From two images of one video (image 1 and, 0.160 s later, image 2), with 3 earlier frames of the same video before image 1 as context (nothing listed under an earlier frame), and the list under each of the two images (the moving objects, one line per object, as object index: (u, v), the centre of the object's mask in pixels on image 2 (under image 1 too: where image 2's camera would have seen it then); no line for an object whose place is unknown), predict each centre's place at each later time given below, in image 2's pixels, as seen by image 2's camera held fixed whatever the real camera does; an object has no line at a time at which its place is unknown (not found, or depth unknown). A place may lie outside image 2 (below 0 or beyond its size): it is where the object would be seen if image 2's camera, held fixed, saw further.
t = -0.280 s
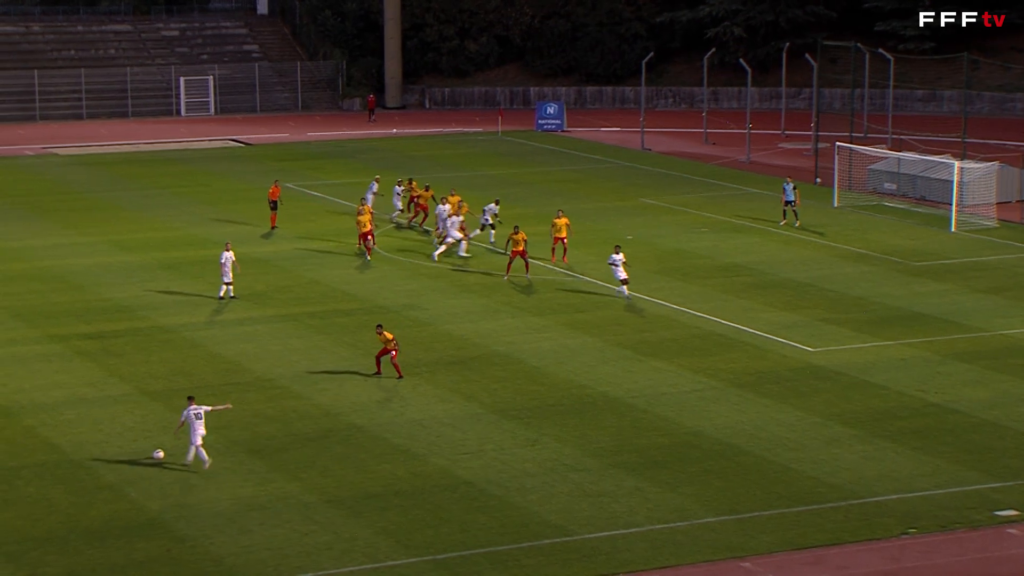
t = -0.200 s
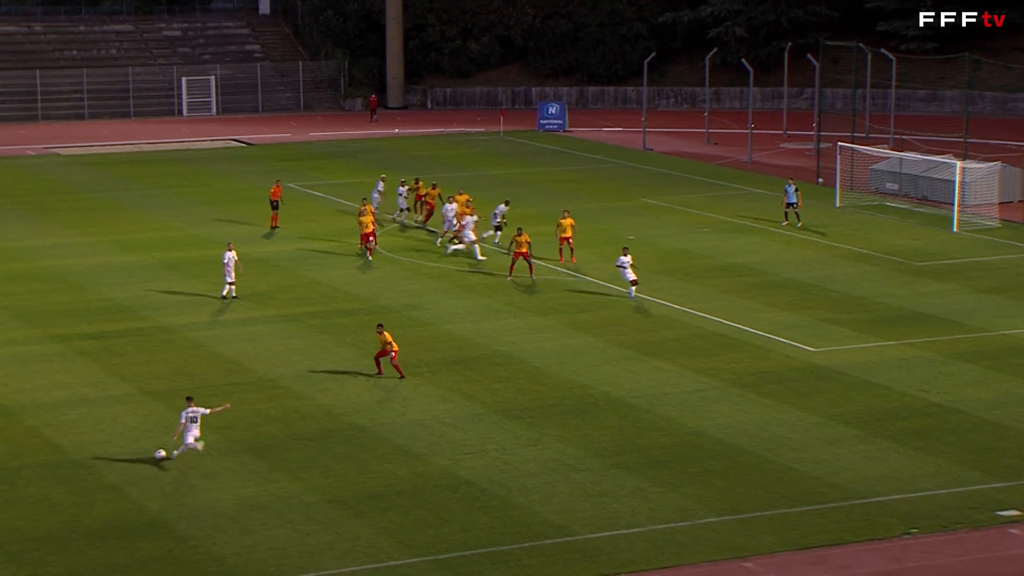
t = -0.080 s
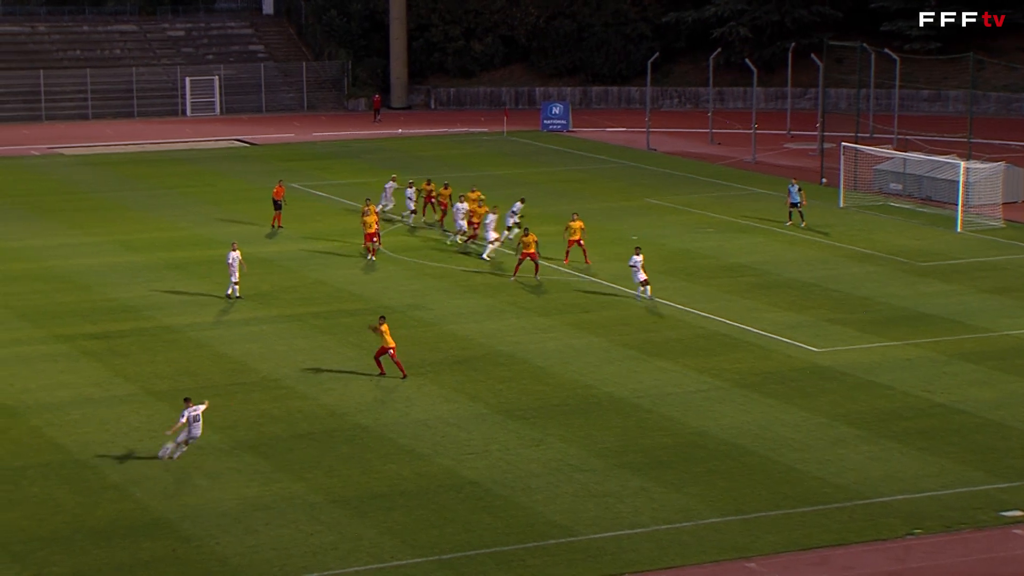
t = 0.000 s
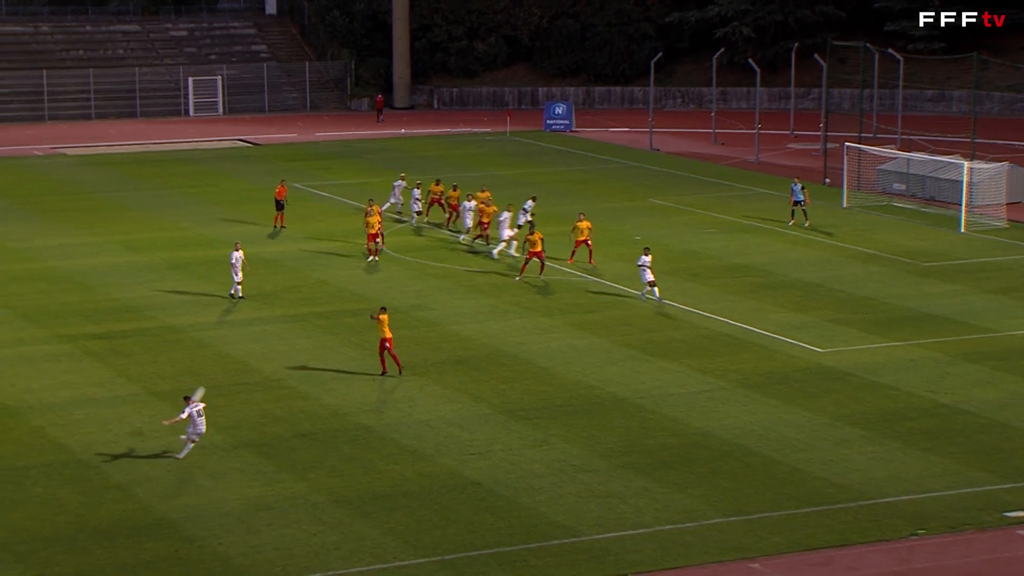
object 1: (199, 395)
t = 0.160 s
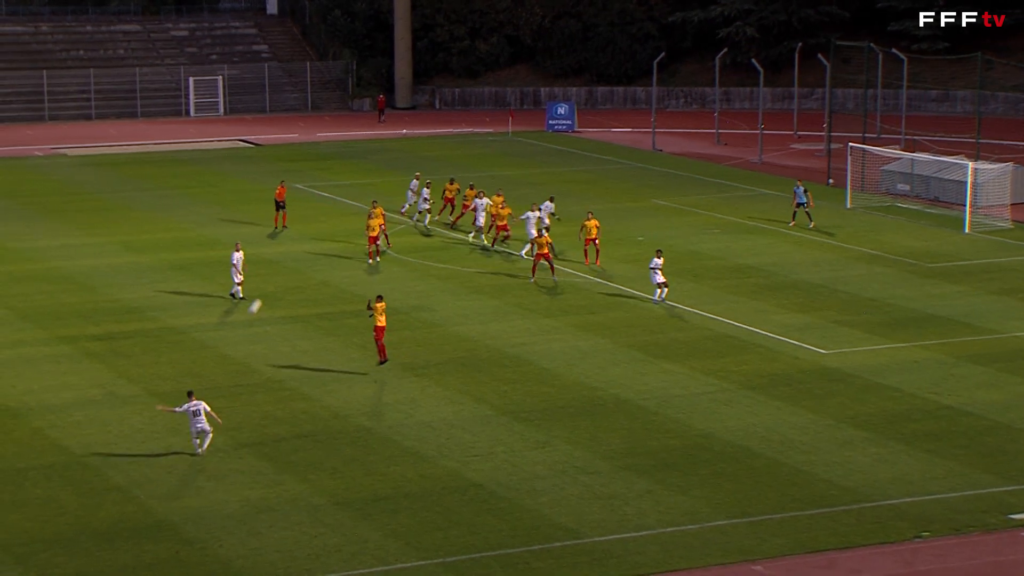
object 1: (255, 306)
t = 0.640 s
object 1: (407, 150)
